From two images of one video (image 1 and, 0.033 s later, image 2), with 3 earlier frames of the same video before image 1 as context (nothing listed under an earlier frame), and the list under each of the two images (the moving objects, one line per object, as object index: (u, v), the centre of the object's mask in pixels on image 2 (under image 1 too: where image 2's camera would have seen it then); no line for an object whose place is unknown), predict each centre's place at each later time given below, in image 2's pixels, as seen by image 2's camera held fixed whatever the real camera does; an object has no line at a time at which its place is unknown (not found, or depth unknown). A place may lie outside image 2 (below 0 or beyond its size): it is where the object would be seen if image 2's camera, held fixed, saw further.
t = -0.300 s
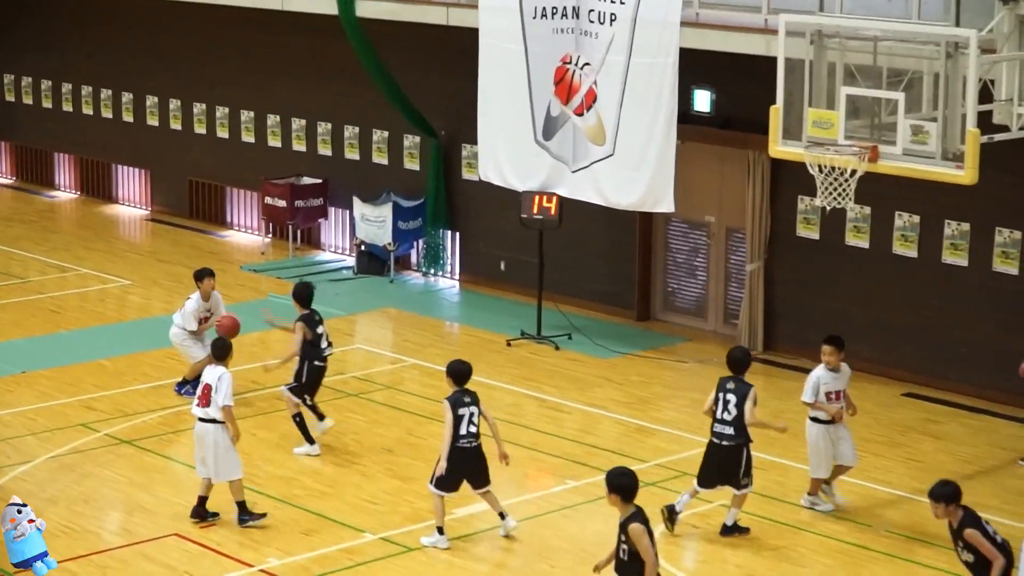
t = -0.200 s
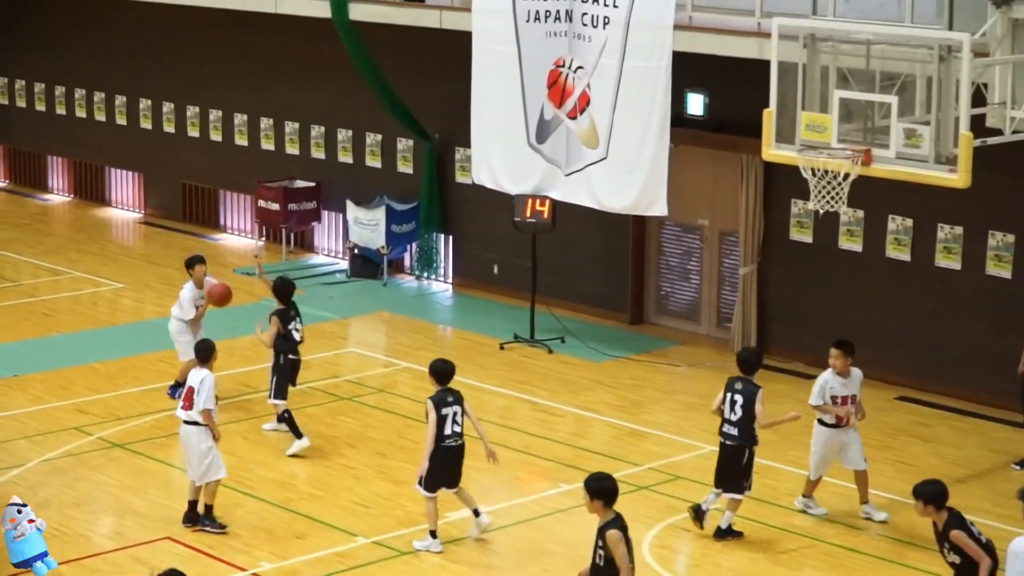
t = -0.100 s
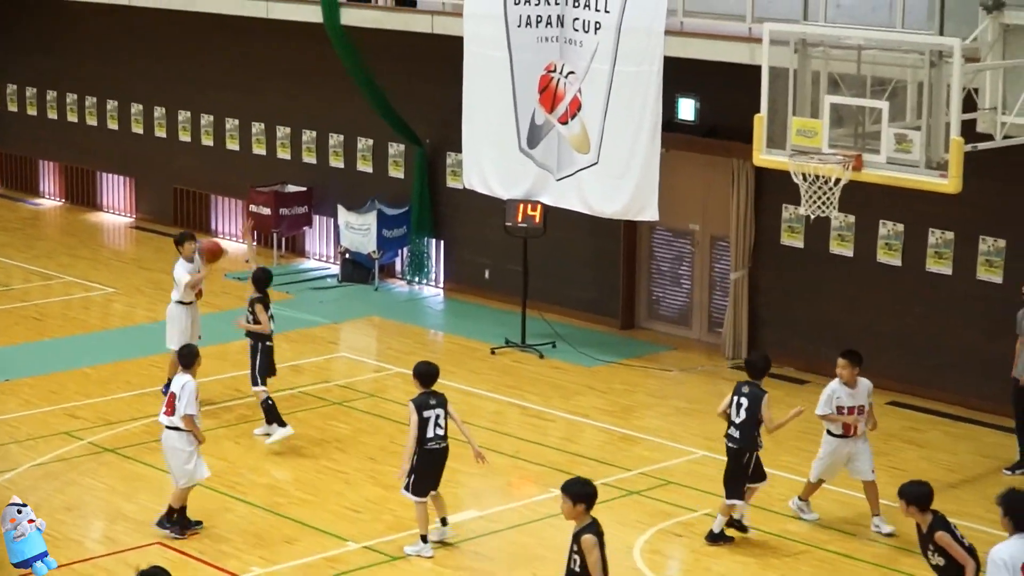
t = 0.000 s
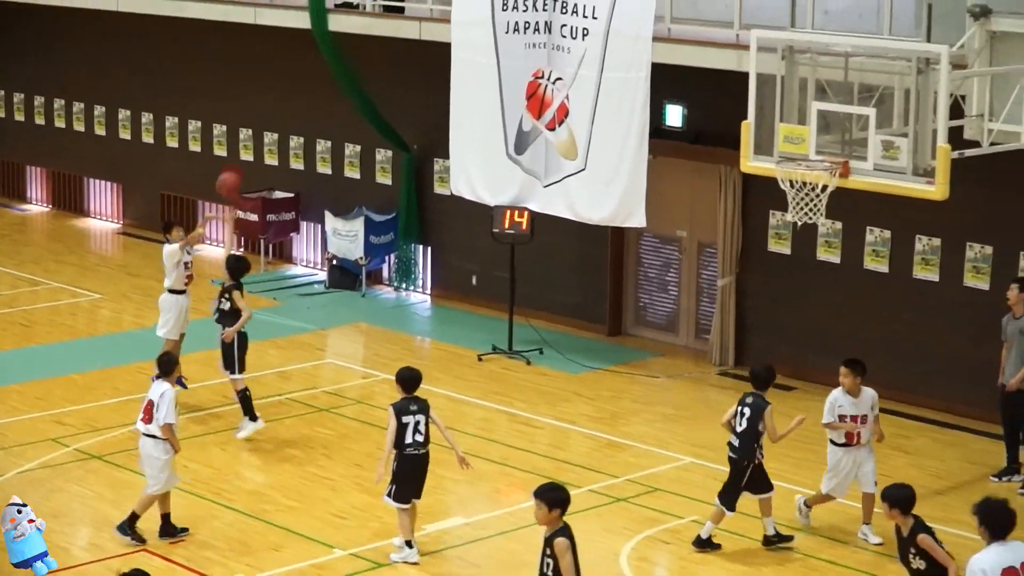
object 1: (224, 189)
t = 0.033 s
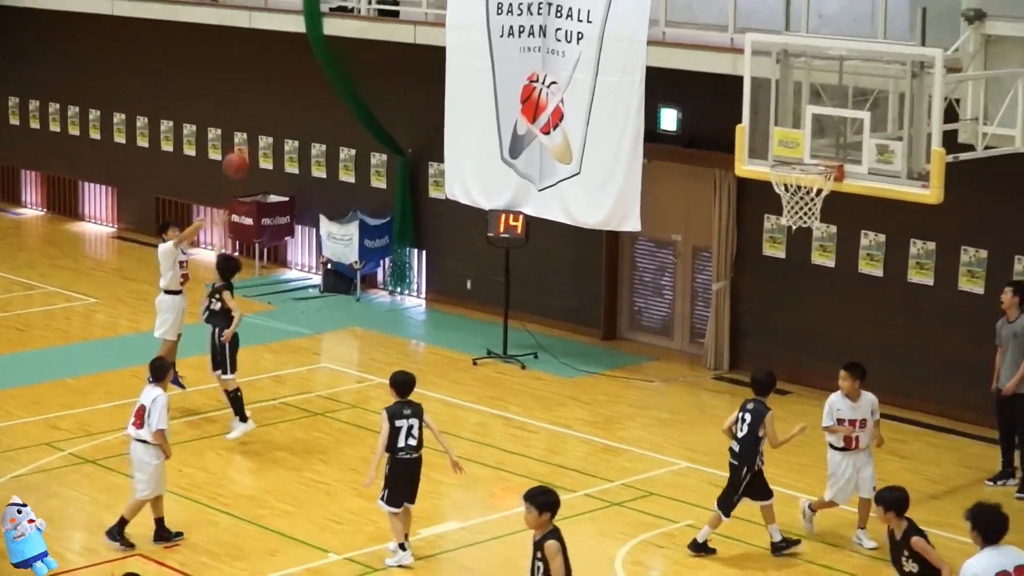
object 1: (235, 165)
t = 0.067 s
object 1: (247, 143)
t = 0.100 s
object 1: (259, 122)
